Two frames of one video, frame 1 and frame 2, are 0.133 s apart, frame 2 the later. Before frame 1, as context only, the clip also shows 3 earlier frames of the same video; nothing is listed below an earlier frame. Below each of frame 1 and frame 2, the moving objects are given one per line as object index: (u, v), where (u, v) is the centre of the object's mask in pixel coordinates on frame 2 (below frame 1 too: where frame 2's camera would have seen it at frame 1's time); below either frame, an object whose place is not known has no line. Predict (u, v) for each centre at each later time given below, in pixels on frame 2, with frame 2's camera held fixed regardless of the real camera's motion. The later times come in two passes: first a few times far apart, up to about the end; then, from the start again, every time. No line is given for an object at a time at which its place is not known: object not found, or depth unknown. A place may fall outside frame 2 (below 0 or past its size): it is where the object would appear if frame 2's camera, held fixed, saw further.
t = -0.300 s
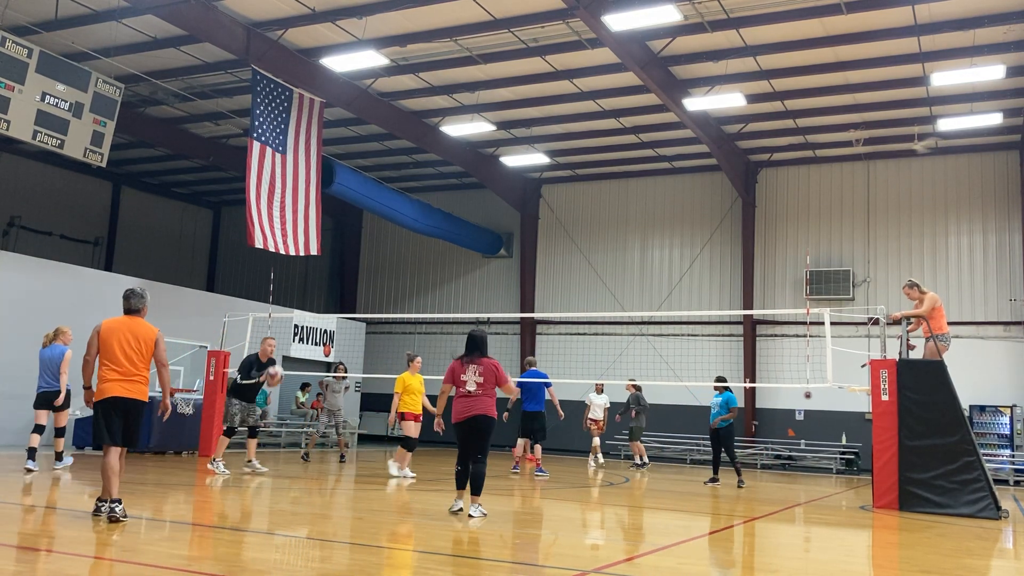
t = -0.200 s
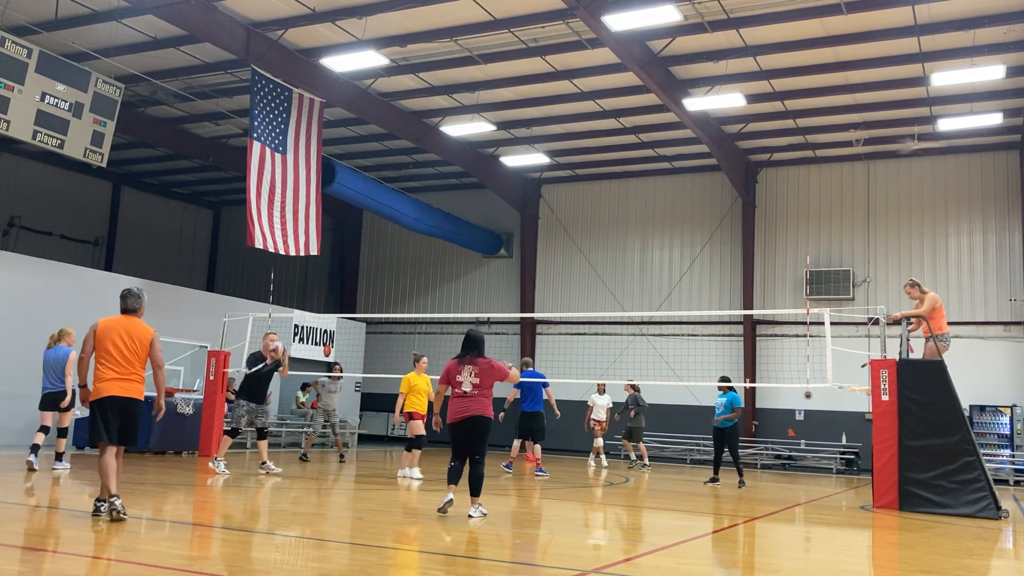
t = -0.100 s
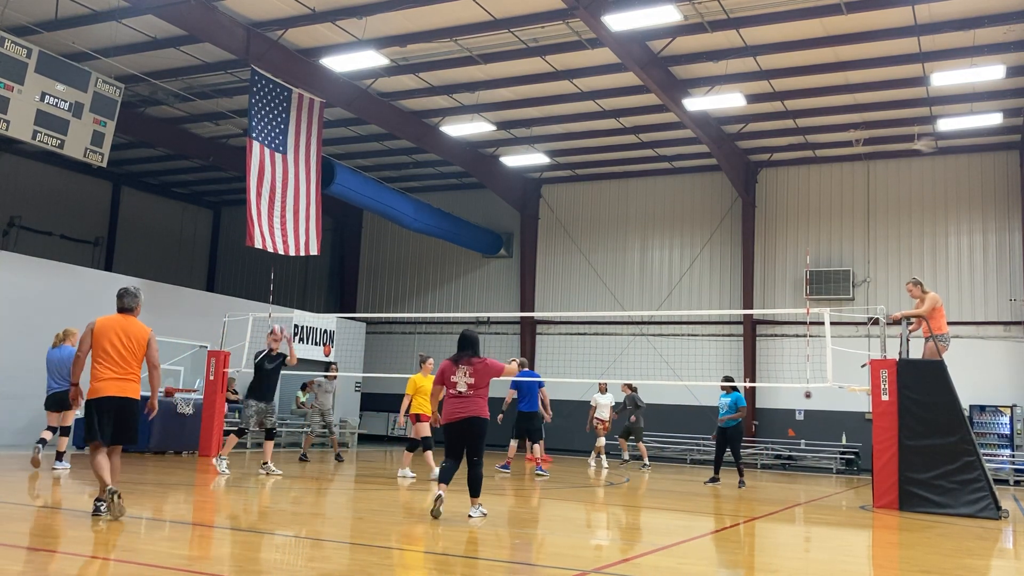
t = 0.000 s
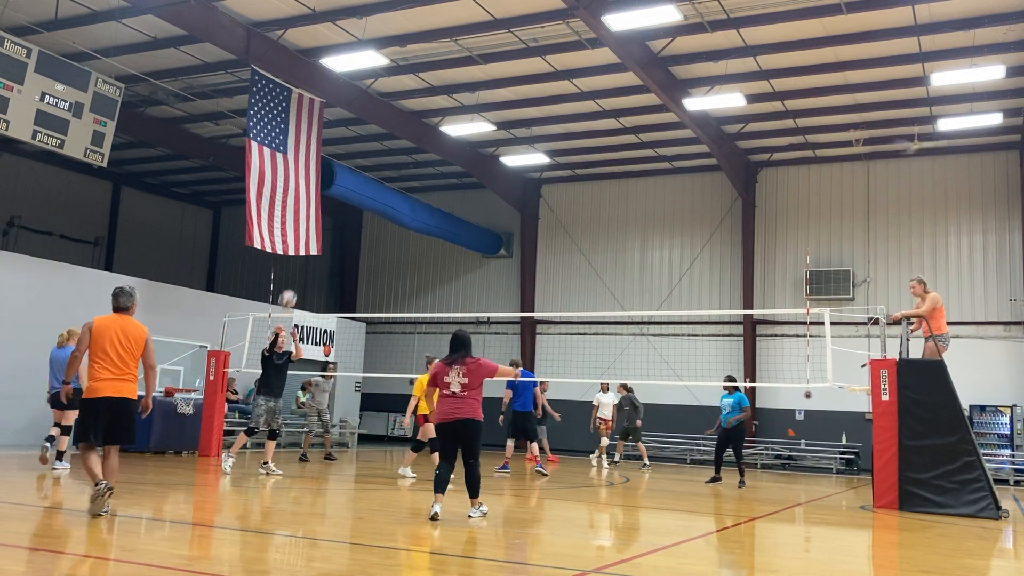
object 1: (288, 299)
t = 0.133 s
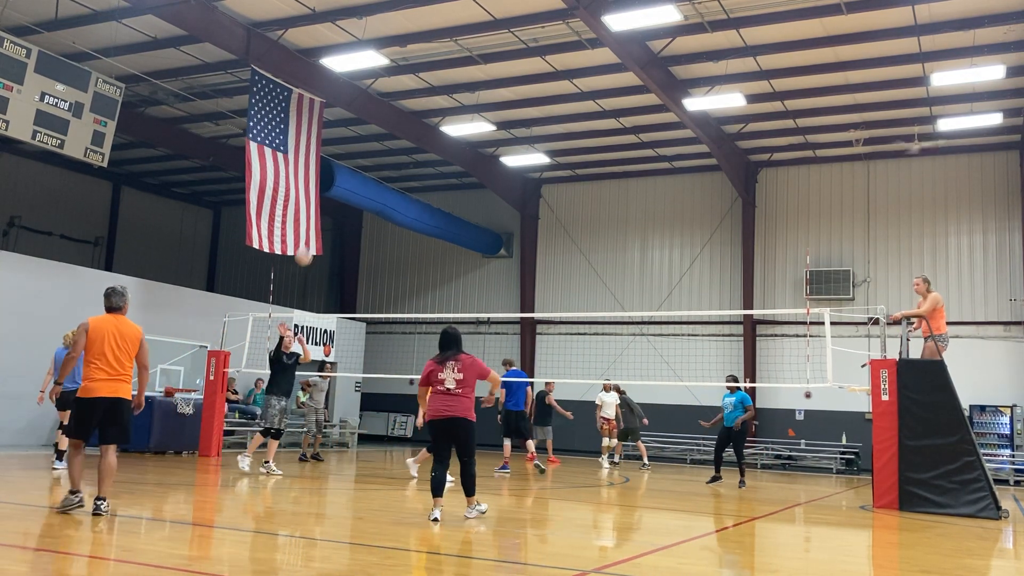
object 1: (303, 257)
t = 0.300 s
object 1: (326, 216)
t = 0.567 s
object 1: (361, 195)
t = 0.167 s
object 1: (309, 246)
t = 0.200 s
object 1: (313, 237)
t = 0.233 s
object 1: (318, 229)
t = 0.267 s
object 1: (322, 222)
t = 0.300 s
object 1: (326, 216)
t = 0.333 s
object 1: (330, 210)
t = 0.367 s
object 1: (334, 205)
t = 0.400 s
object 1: (338, 201)
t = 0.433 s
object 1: (343, 198)
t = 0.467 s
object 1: (347, 196)
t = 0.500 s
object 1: (352, 194)
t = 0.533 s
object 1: (357, 194)
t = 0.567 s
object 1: (361, 195)
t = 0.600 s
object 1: (365, 196)
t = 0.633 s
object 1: (370, 199)
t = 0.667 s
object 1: (375, 204)
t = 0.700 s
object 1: (379, 209)
